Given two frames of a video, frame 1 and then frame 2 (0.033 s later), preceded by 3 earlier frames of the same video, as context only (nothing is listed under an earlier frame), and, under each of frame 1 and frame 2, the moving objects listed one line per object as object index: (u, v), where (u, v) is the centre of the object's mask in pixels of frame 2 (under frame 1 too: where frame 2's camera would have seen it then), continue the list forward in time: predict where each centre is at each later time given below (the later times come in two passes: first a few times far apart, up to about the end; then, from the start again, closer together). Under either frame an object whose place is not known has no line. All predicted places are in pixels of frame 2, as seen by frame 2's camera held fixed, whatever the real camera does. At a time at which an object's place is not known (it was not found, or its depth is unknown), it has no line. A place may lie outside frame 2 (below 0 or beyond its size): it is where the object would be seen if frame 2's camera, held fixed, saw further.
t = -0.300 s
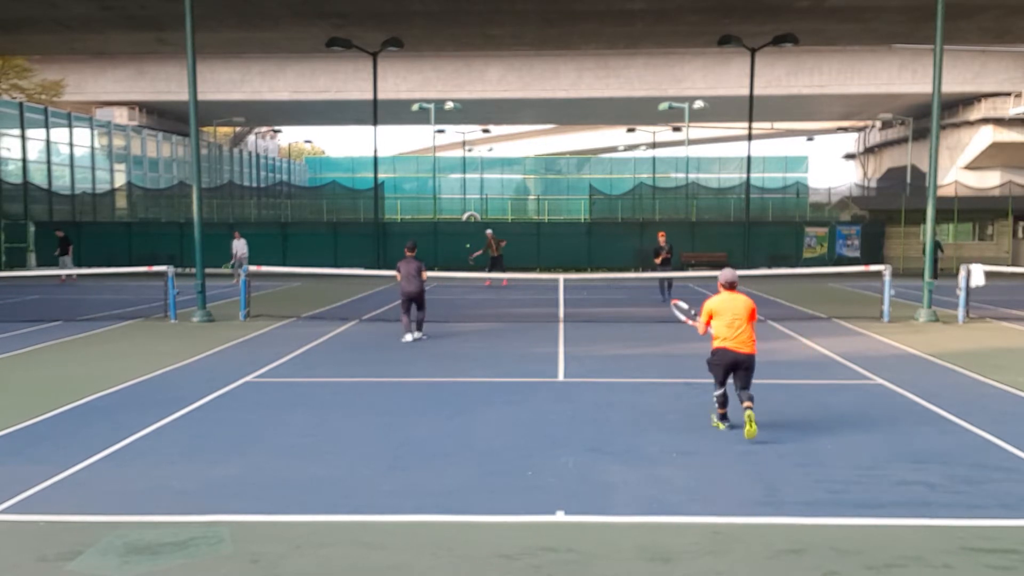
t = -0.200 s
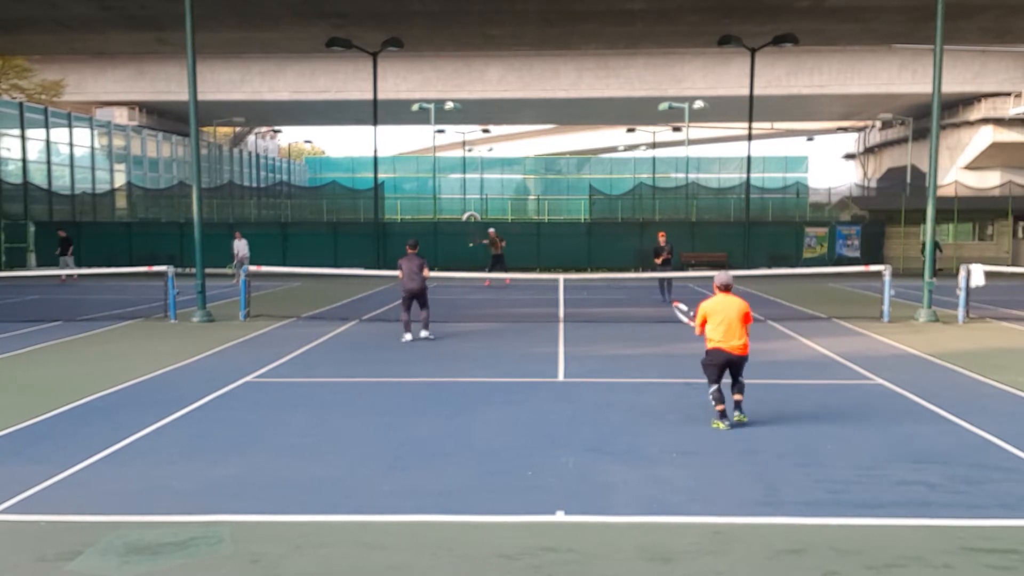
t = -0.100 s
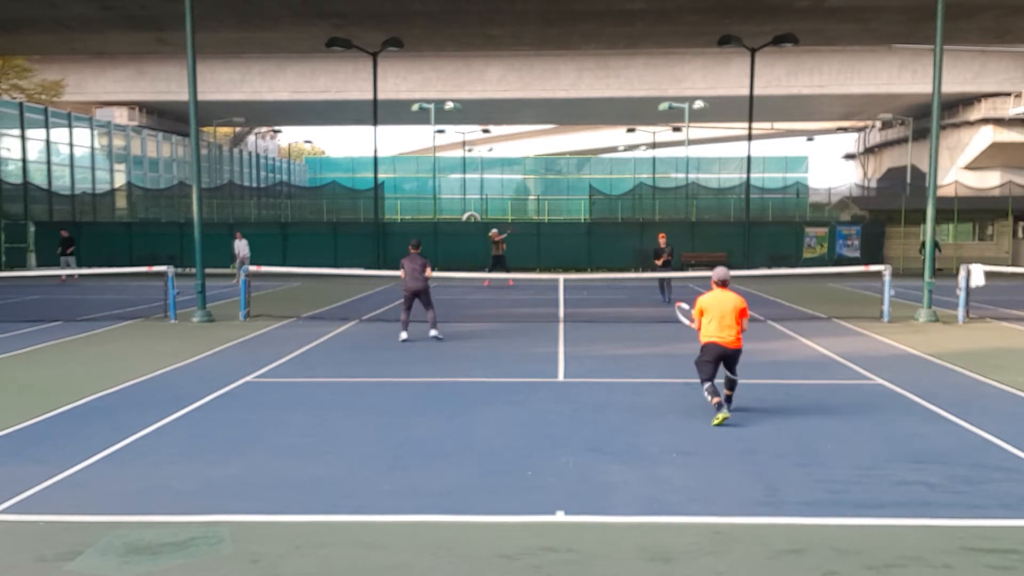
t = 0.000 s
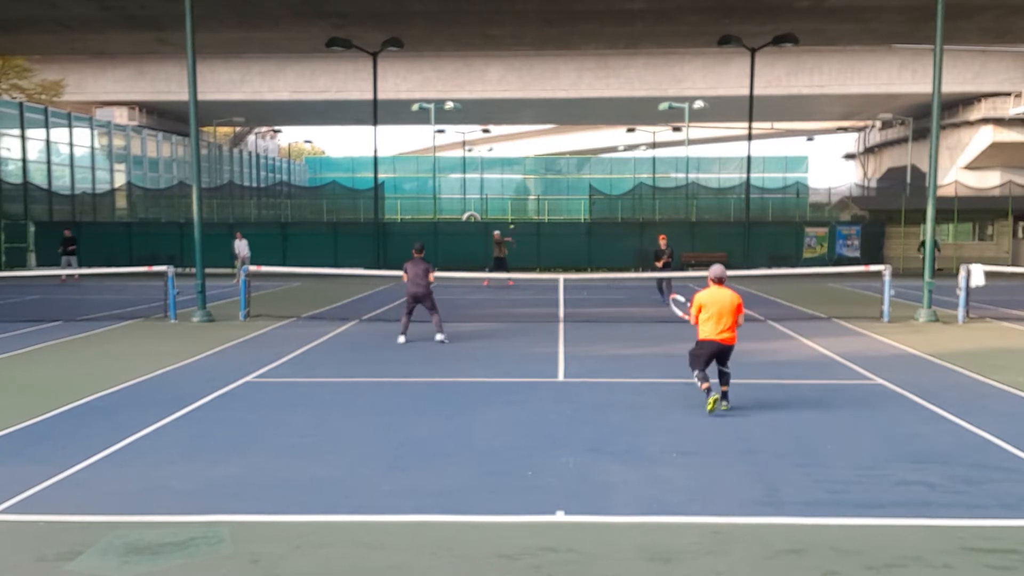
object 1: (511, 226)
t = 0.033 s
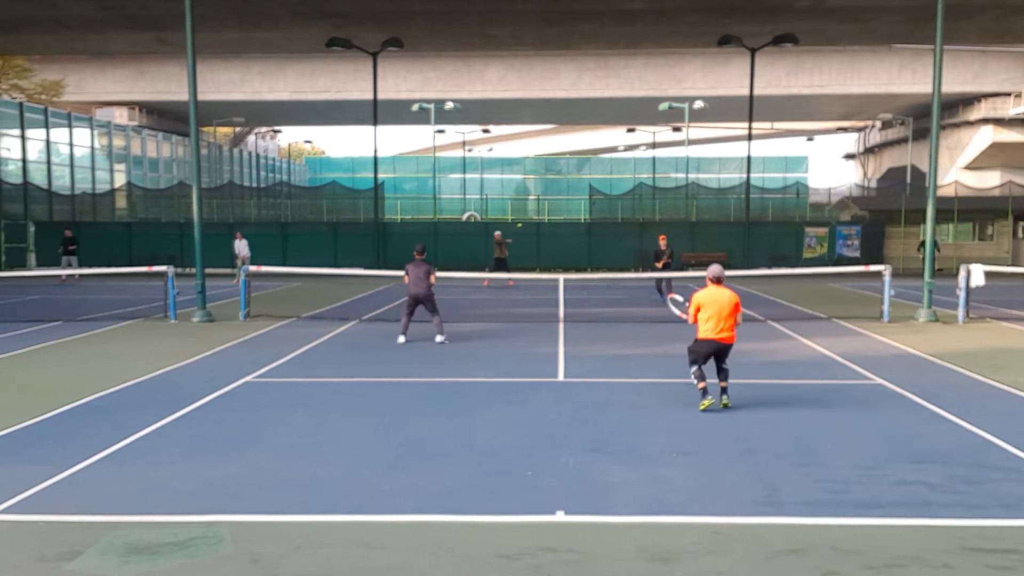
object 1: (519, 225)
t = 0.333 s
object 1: (604, 235)
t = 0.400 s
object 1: (628, 245)
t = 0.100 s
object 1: (535, 223)
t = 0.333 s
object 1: (604, 235)
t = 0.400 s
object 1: (628, 245)
